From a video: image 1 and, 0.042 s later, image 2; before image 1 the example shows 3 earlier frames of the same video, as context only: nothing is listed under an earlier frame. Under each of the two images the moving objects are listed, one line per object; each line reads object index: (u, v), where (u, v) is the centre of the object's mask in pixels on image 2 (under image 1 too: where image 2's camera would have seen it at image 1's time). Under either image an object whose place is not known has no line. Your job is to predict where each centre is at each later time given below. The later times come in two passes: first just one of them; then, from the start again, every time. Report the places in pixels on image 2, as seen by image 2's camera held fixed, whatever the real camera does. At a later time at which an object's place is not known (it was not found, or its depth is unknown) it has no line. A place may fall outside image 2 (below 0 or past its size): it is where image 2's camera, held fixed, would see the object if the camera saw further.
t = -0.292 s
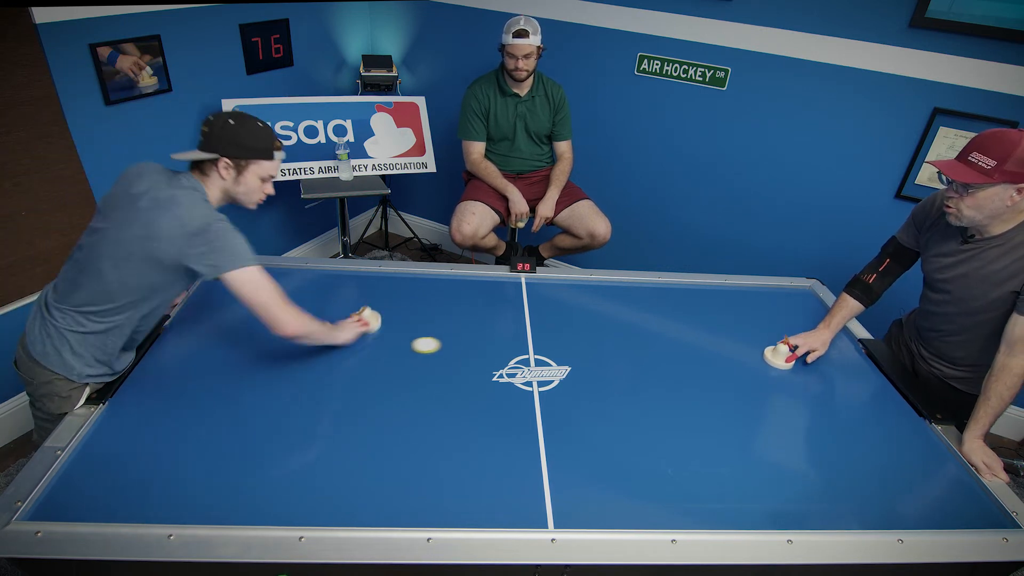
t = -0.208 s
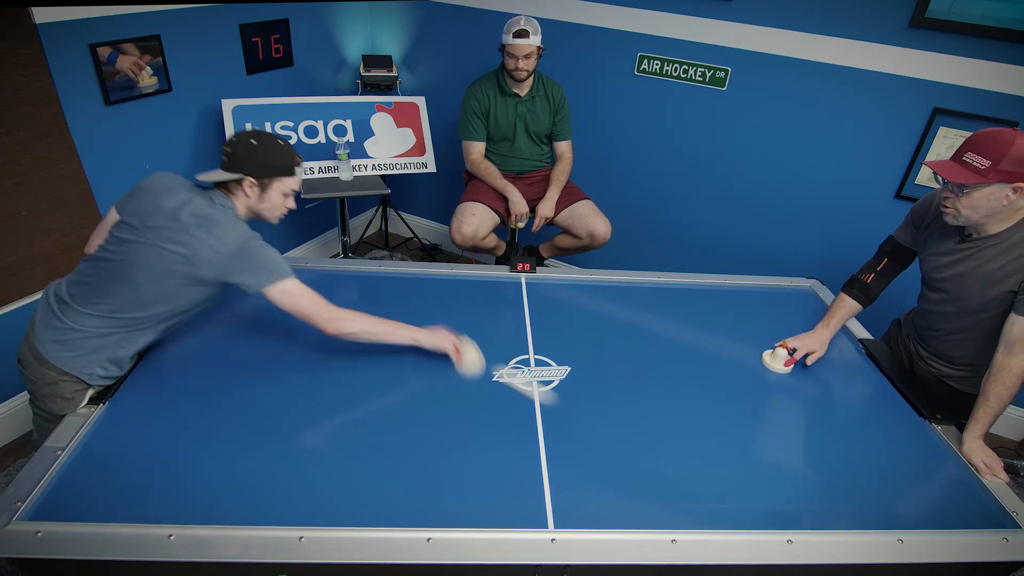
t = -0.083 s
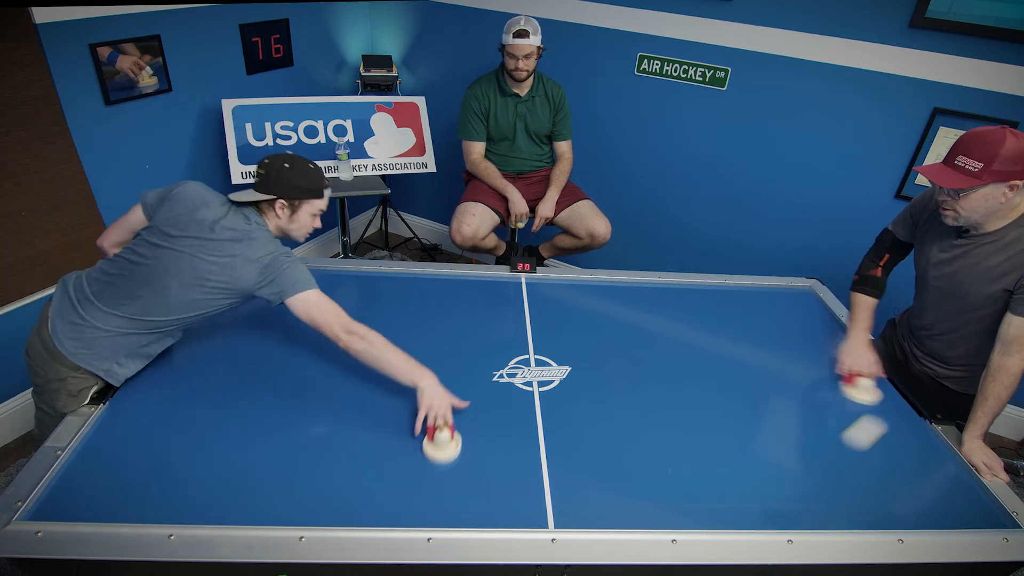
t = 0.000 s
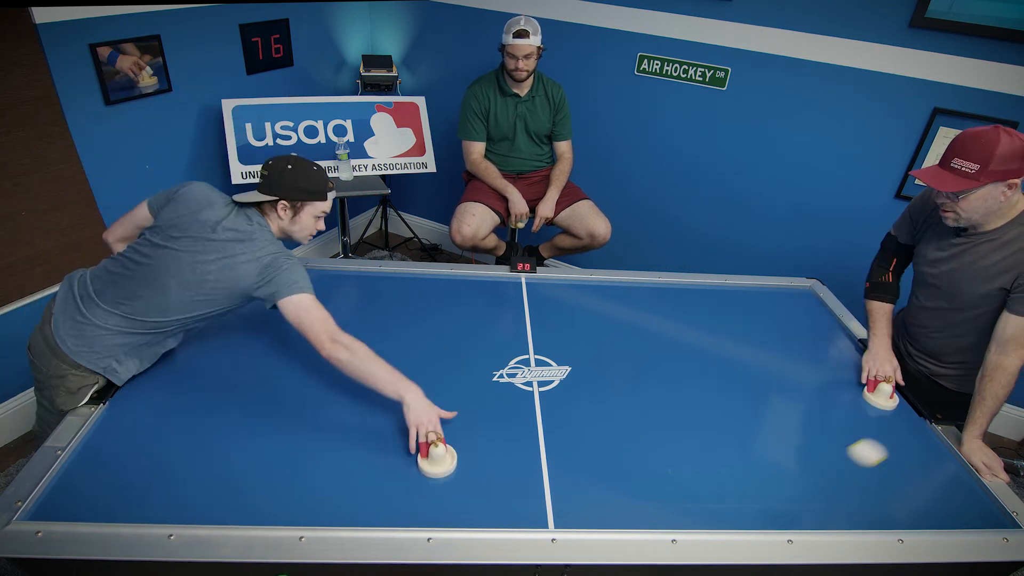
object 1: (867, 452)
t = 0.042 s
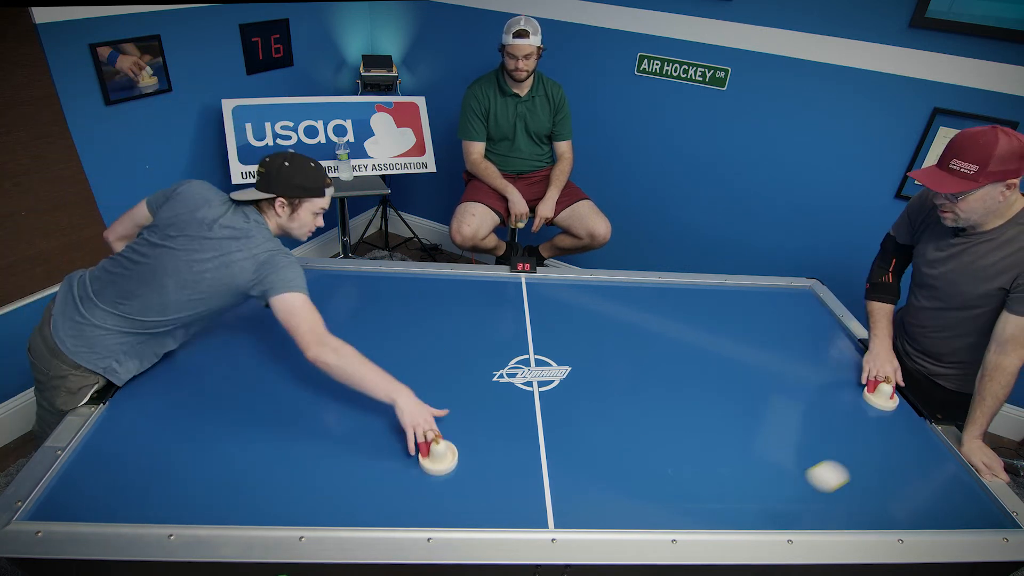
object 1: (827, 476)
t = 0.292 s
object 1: (494, 424)
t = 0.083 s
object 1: (784, 501)
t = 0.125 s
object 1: (729, 510)
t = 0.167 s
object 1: (665, 487)
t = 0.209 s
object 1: (604, 465)
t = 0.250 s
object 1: (548, 444)
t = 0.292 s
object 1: (494, 424)
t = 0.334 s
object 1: (443, 406)
